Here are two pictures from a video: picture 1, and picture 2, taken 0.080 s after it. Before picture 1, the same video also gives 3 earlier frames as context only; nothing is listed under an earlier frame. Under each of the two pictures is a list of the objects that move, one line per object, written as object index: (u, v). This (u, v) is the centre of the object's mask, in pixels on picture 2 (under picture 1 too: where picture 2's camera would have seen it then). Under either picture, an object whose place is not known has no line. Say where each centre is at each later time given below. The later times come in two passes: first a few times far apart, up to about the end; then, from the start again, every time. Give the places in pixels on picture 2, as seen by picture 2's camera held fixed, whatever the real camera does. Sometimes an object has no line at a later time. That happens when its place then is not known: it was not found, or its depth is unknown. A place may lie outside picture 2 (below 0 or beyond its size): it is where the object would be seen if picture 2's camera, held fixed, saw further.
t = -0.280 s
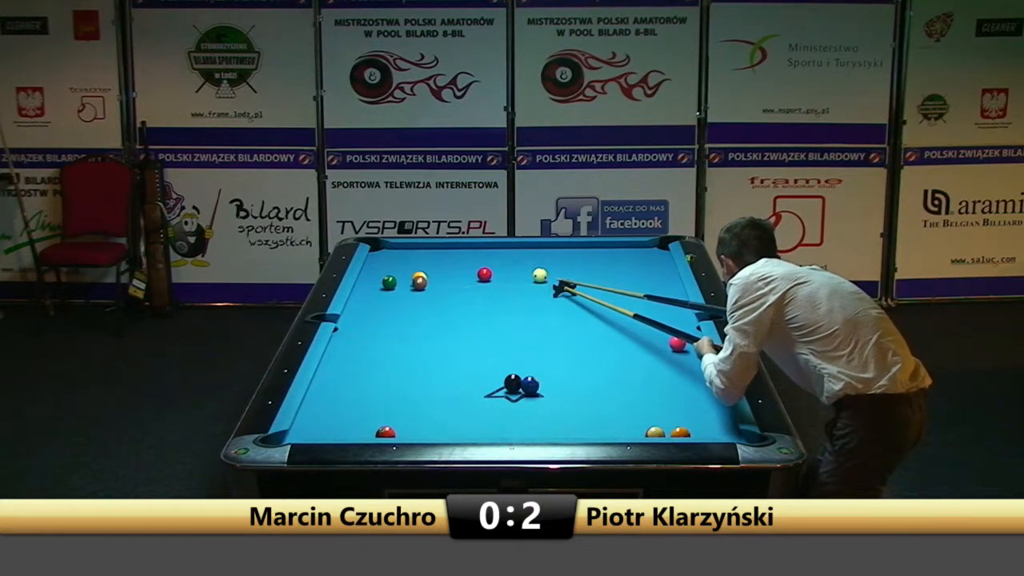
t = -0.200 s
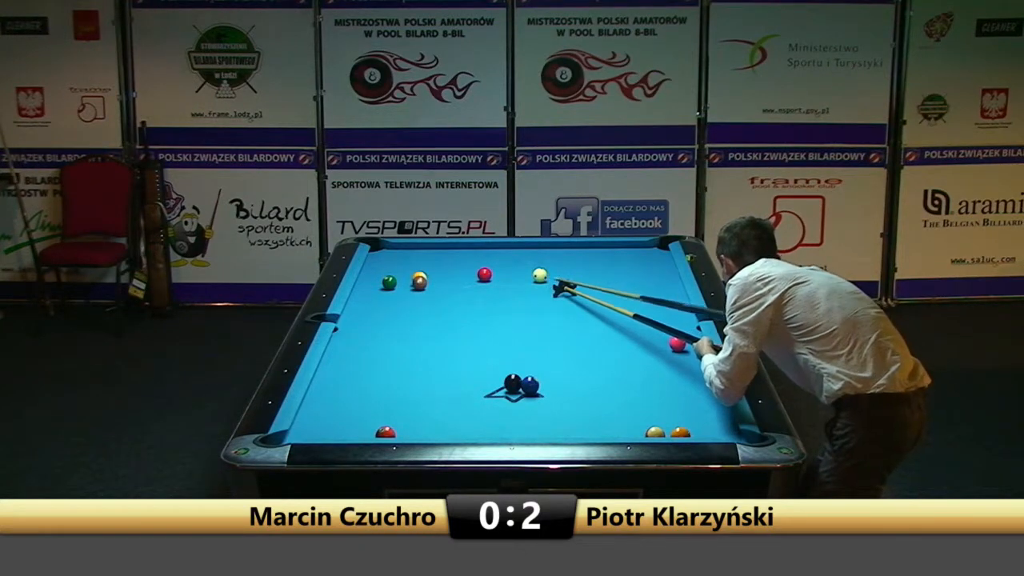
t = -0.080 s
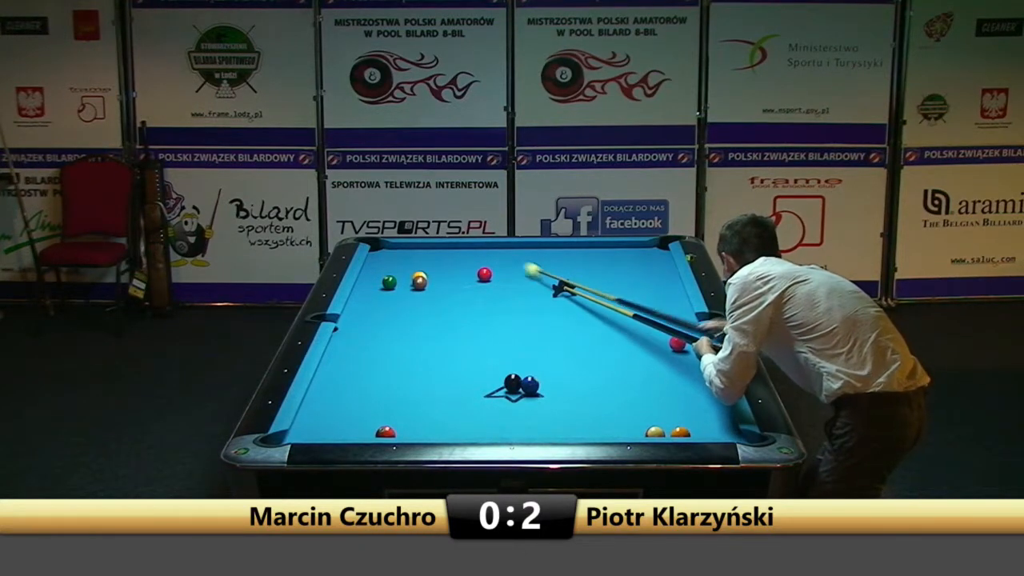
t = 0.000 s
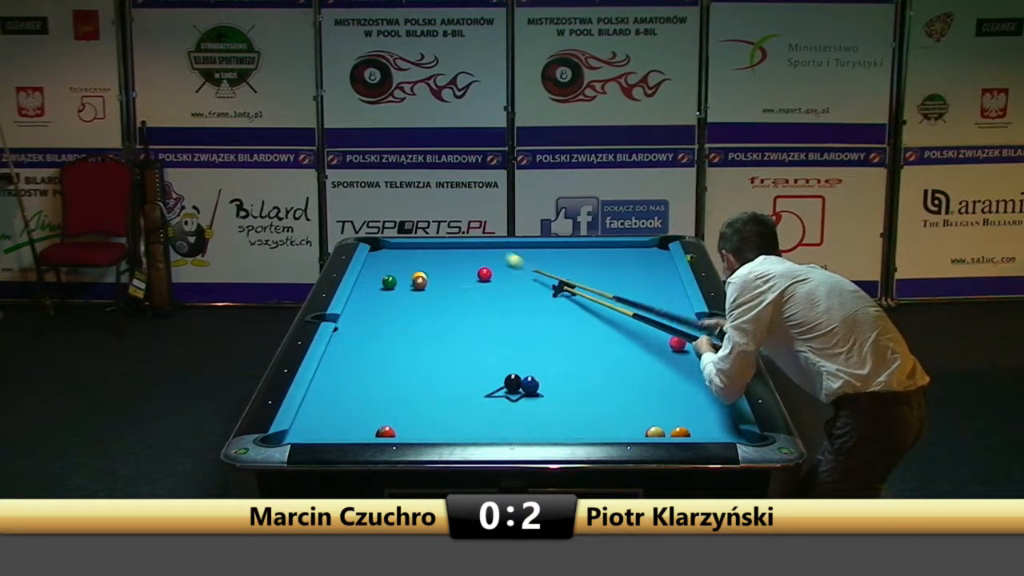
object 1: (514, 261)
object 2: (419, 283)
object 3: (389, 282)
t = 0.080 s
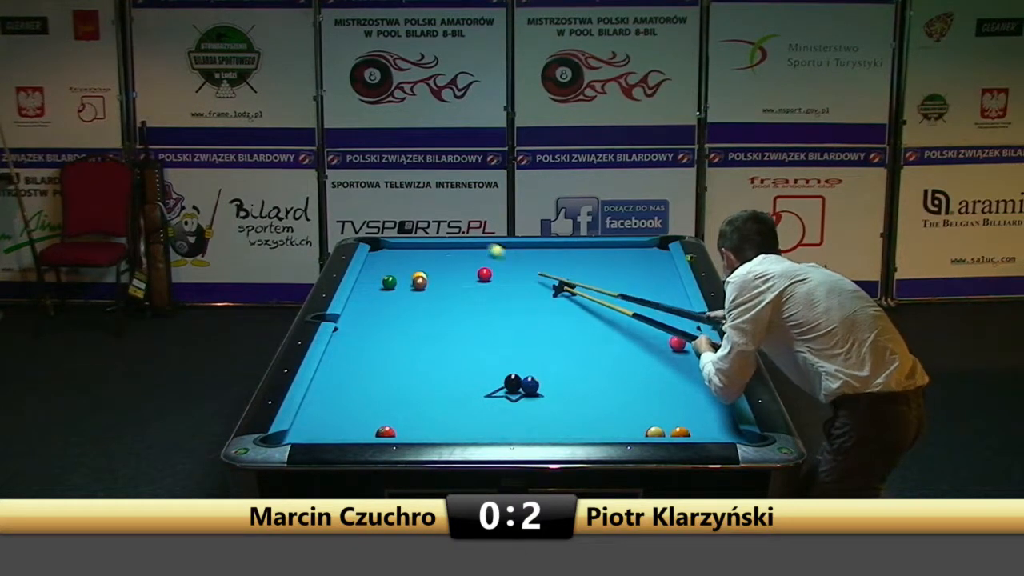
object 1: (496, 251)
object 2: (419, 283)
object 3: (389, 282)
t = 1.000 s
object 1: (369, 281)
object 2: (422, 296)
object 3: (387, 286)
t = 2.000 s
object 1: (439, 295)
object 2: (429, 330)
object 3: (378, 301)
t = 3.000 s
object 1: (497, 305)
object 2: (435, 363)
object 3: (375, 311)
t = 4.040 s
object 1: (540, 313)
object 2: (441, 394)
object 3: (373, 315)
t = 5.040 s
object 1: (565, 318)
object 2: (446, 418)
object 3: (373, 315)
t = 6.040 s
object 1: (570, 319)
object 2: (450, 432)
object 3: (373, 315)
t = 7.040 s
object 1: (570, 319)
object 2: (455, 433)
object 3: (373, 315)
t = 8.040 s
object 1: (570, 319)
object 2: (454, 433)
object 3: (373, 315)
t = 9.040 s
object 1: (570, 319)
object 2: (454, 433)
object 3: (373, 315)
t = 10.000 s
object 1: (570, 319)
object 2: (454, 433)
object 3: (373, 315)
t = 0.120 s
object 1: (488, 247)
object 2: (419, 283)
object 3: (389, 282)
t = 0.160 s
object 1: (481, 246)
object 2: (419, 283)
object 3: (389, 282)
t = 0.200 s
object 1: (475, 249)
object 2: (419, 283)
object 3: (389, 282)
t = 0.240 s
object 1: (470, 252)
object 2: (419, 283)
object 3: (389, 282)
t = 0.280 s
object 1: (465, 254)
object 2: (419, 283)
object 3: (389, 282)
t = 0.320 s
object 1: (459, 257)
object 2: (419, 283)
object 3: (389, 282)
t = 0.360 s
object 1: (453, 260)
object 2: (419, 283)
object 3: (389, 282)
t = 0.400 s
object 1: (447, 262)
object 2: (419, 283)
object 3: (389, 282)
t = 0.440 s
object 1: (442, 264)
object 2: (419, 283)
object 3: (389, 282)
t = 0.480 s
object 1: (436, 267)
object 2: (419, 283)
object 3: (389, 282)
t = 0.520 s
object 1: (431, 269)
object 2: (419, 283)
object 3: (389, 282)
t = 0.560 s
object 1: (426, 270)
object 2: (419, 283)
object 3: (389, 282)
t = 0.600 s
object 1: (420, 270)
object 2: (419, 283)
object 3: (389, 282)
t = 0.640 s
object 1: (409, 275)
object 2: (419, 283)
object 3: (389, 282)
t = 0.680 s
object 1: (405, 277)
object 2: (420, 285)
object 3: (389, 282)
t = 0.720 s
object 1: (399, 277)
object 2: (420, 286)
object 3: (389, 282)
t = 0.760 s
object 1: (392, 274)
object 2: (420, 288)
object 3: (389, 283)
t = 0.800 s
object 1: (382, 277)
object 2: (421, 289)
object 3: (389, 283)
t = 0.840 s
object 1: (376, 279)
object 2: (421, 291)
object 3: (388, 284)
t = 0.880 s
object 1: (370, 280)
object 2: (421, 292)
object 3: (388, 284)
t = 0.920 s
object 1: (364, 280)
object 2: (422, 293)
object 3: (387, 285)
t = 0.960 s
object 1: (365, 281)
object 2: (422, 295)
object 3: (387, 286)
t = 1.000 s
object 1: (369, 281)
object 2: (422, 296)
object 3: (387, 286)
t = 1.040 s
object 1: (371, 282)
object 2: (422, 297)
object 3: (386, 287)
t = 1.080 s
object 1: (374, 282)
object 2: (423, 299)
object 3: (386, 288)
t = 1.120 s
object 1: (376, 282)
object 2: (423, 301)
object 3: (385, 289)
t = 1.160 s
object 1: (379, 282)
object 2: (423, 302)
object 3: (385, 289)
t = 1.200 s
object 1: (383, 280)
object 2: (424, 303)
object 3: (385, 290)
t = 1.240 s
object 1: (388, 281)
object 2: (424, 304)
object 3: (384, 290)
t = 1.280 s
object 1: (391, 284)
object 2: (425, 306)
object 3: (384, 291)
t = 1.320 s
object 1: (393, 285)
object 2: (425, 307)
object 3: (383, 292)
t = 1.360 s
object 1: (396, 286)
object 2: (425, 308)
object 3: (383, 292)
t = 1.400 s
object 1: (398, 287)
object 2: (425, 310)
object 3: (383, 293)
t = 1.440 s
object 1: (401, 287)
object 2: (426, 311)
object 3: (382, 294)
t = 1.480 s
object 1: (404, 288)
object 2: (426, 313)
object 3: (382, 294)
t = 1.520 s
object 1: (407, 289)
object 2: (426, 314)
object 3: (381, 295)
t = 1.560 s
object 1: (409, 289)
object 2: (426, 315)
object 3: (381, 296)
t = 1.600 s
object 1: (412, 290)
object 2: (427, 317)
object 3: (381, 296)
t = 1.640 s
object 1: (415, 290)
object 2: (427, 318)
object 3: (380, 296)
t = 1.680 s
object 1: (417, 291)
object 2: (427, 320)
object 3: (380, 297)
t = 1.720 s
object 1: (420, 291)
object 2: (428, 321)
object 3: (379, 298)
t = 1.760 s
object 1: (424, 292)
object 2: (428, 322)
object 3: (379, 298)
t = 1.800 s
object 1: (426, 292)
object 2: (428, 324)
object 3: (379, 299)
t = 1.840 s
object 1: (429, 293)
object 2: (428, 325)
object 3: (379, 299)
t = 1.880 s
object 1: (432, 293)
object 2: (429, 326)
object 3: (378, 300)
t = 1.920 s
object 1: (434, 294)
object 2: (429, 327)
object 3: (378, 300)
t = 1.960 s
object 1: (437, 294)
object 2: (429, 329)
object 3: (378, 301)
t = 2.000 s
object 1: (439, 295)
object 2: (429, 330)
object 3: (378, 301)
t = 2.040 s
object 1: (442, 295)
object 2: (430, 331)
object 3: (377, 302)
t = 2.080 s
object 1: (444, 296)
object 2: (430, 333)
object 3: (377, 302)
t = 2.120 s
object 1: (447, 296)
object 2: (430, 334)
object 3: (377, 303)
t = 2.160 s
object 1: (449, 297)
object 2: (431, 336)
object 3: (377, 303)
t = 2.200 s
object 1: (452, 297)
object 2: (431, 337)
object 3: (377, 304)
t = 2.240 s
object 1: (454, 298)
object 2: (431, 338)
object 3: (376, 304)
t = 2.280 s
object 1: (457, 298)
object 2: (431, 340)
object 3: (376, 305)
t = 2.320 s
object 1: (459, 298)
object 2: (431, 341)
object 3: (376, 305)
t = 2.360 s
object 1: (462, 299)
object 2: (432, 342)
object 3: (376, 305)
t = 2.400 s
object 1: (464, 299)
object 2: (432, 344)
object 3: (376, 306)
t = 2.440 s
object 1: (466, 300)
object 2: (432, 345)
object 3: (376, 306)
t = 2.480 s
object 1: (469, 300)
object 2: (432, 346)
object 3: (375, 306)
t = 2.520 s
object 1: (471, 301)
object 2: (433, 347)
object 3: (375, 307)
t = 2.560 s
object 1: (473, 301)
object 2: (433, 349)
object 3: (375, 307)
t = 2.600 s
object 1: (476, 302)
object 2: (433, 350)
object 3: (375, 308)
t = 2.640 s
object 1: (478, 302)
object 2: (433, 351)
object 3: (375, 308)
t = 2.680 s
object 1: (480, 302)
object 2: (433, 353)
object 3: (375, 308)
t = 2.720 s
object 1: (482, 303)
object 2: (434, 354)
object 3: (375, 309)
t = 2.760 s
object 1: (485, 303)
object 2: (434, 355)
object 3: (375, 309)
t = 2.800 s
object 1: (487, 304)
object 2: (434, 356)
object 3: (375, 310)
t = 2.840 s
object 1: (489, 304)
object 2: (435, 358)
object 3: (375, 310)
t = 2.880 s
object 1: (491, 304)
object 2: (435, 359)
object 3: (375, 310)
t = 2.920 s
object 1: (493, 305)
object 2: (435, 360)
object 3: (375, 310)
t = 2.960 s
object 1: (495, 305)
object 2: (435, 361)
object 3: (375, 311)
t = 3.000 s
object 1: (497, 305)
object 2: (435, 363)
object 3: (375, 311)
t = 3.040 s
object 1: (499, 306)
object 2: (435, 364)
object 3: (375, 311)
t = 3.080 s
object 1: (501, 306)
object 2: (436, 365)
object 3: (375, 311)
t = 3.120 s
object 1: (503, 306)
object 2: (436, 367)
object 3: (375, 312)
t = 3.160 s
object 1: (505, 307)
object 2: (436, 368)
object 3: (375, 312)
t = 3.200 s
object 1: (507, 307)
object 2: (436, 369)
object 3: (375, 312)
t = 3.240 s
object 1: (508, 308)
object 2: (436, 370)
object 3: (375, 312)
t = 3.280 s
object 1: (510, 308)
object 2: (437, 371)
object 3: (375, 313)
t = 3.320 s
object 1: (512, 308)
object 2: (437, 373)
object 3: (375, 313)
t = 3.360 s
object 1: (514, 309)
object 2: (437, 374)
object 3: (374, 313)
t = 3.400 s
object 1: (516, 309)
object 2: (437, 375)
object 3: (374, 313)
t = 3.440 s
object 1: (518, 309)
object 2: (437, 376)
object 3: (374, 314)
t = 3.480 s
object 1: (519, 310)
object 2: (438, 378)
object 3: (374, 314)
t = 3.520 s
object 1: (521, 310)
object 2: (438, 379)
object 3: (374, 314)
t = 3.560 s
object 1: (523, 310)
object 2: (438, 380)
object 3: (374, 314)
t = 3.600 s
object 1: (525, 310)
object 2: (438, 381)
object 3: (374, 314)
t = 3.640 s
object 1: (526, 311)
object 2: (439, 382)
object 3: (374, 314)
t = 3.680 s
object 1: (527, 311)
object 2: (439, 384)
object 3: (374, 314)
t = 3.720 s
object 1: (529, 312)
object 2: (439, 385)
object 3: (374, 315)
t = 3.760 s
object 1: (531, 312)
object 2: (439, 386)
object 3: (374, 315)
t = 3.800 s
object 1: (532, 312)
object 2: (440, 387)
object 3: (374, 315)
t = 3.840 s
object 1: (534, 312)
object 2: (440, 388)
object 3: (373, 315)
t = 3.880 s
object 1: (535, 312)
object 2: (440, 389)
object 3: (373, 315)
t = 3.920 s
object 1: (536, 313)
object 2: (440, 390)
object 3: (373, 315)
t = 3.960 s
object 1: (538, 313)
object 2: (441, 391)
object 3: (373, 315)
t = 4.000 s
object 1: (539, 313)
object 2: (441, 393)
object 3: (373, 315)
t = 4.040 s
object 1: (540, 313)
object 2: (441, 394)
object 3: (373, 315)
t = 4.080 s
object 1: (542, 314)
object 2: (441, 395)
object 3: (373, 315)
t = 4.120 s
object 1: (543, 314)
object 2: (442, 396)
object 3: (373, 315)
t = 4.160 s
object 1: (544, 314)
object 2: (442, 397)
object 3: (373, 315)
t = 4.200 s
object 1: (546, 314)
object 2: (442, 398)
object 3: (373, 315)
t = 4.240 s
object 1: (547, 315)
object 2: (442, 399)
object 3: (373, 315)
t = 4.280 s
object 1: (548, 315)
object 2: (443, 400)
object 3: (373, 315)
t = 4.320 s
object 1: (549, 315)
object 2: (443, 401)
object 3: (373, 315)
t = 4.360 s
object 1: (550, 315)
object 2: (443, 402)
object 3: (373, 315)
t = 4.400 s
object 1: (552, 316)
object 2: (443, 403)
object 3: (373, 315)
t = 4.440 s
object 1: (553, 316)
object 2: (444, 404)
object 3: (373, 315)
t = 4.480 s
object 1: (554, 316)
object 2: (444, 405)
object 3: (373, 315)
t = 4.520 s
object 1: (555, 316)
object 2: (444, 406)
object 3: (373, 315)
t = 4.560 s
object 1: (556, 316)
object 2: (444, 407)
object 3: (373, 315)
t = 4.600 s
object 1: (557, 317)
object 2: (444, 408)
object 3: (373, 315)
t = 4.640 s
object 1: (557, 317)
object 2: (444, 409)
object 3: (373, 315)
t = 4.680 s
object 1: (558, 317)
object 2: (445, 410)
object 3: (373, 315)
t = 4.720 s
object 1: (559, 317)
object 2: (445, 411)
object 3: (373, 315)
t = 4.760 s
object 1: (560, 317)
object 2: (445, 412)
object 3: (373, 315)
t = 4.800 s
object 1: (561, 317)
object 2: (445, 413)
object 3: (373, 315)
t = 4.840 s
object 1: (561, 318)
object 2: (445, 414)
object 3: (373, 315)
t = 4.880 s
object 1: (562, 318)
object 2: (445, 415)
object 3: (373, 315)
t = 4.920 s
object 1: (563, 318)
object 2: (446, 415)
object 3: (373, 315)
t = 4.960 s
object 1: (564, 318)
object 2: (446, 416)
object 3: (373, 315)
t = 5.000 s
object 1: (564, 318)
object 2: (446, 417)
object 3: (373, 315)
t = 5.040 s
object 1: (565, 318)
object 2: (446, 418)
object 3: (373, 315)
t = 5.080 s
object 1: (565, 318)
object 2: (446, 419)
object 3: (373, 315)
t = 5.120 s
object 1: (566, 318)
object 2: (446, 420)
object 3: (373, 315)
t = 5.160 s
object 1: (567, 318)
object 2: (446, 421)
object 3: (373, 315)
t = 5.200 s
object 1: (567, 319)
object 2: (447, 421)
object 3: (373, 315)
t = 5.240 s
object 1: (567, 319)
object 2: (447, 422)
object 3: (373, 315)
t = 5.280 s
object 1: (568, 319)
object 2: (447, 423)
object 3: (373, 315)
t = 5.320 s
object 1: (568, 319)
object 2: (447, 424)
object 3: (373, 315)
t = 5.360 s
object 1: (568, 319)
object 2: (447, 424)
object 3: (373, 315)
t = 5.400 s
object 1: (568, 319)
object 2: (447, 425)
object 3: (373, 315)
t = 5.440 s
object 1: (569, 319)
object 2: (447, 426)
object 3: (373, 315)
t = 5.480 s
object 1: (569, 319)
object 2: (448, 426)
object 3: (373, 315)
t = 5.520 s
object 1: (569, 319)
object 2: (448, 427)
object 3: (373, 315)
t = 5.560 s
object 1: (569, 319)
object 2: (448, 427)
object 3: (373, 315)
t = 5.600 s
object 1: (570, 319)
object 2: (448, 428)
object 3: (373, 315)
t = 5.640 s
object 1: (570, 319)
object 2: (448, 428)
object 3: (373, 315)
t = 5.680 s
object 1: (570, 319)
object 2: (449, 429)
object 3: (373, 315)
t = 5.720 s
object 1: (570, 319)
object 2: (449, 429)
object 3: (373, 315)
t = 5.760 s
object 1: (570, 319)
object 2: (449, 429)
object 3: (373, 315)
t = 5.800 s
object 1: (570, 319)
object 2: (449, 430)
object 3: (373, 315)
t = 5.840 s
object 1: (570, 319)
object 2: (449, 430)
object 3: (373, 315)
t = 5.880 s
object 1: (570, 319)
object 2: (450, 430)
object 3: (373, 315)
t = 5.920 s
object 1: (570, 319)
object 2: (450, 431)
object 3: (373, 315)
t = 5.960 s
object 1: (570, 319)
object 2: (450, 431)
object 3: (373, 315)
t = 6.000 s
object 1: (570, 319)
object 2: (450, 431)
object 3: (373, 315)
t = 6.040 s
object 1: (570, 319)
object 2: (450, 432)
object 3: (373, 315)
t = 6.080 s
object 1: (570, 319)
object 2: (451, 432)
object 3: (373, 315)
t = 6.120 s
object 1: (570, 319)
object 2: (451, 433)
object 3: (373, 315)
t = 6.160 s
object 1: (570, 319)
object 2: (451, 433)
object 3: (373, 315)
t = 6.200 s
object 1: (570, 319)
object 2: (451, 433)
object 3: (373, 315)
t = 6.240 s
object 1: (570, 319)
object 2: (451, 433)
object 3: (373, 315)
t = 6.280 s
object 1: (570, 319)
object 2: (452, 433)
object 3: (373, 315)
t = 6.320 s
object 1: (570, 319)
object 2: (452, 433)
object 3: (373, 315)
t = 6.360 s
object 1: (570, 319)
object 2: (452, 433)
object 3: (373, 315)
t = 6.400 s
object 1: (570, 319)
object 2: (452, 433)
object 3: (373, 315)
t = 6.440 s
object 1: (570, 319)
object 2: (452, 433)
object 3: (373, 315)
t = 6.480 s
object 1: (570, 319)
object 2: (452, 433)
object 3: (373, 315)
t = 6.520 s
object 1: (570, 319)
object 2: (453, 433)
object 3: (373, 315)
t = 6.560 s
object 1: (570, 319)
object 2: (453, 433)
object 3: (373, 315)
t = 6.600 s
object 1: (570, 319)
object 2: (453, 433)
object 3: (373, 315)
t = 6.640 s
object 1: (570, 319)
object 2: (453, 433)
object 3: (373, 315)
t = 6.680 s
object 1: (570, 319)
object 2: (453, 433)
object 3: (373, 315)
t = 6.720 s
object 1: (570, 319)
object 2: (454, 433)
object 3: (373, 315)
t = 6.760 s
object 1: (570, 319)
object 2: (454, 433)
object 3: (373, 315)
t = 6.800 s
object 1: (570, 319)
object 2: (454, 432)
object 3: (373, 315)
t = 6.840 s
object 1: (570, 319)
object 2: (454, 433)
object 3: (373, 315)
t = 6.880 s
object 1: (570, 319)
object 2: (455, 432)
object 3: (373, 315)
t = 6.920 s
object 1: (570, 319)
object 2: (454, 432)
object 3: (373, 315)
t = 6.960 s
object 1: (570, 319)
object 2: (455, 432)
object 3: (373, 315)
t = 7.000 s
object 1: (570, 319)
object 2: (455, 432)
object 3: (373, 315)
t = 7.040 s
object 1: (570, 319)
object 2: (455, 433)
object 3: (373, 315)
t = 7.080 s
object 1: (570, 319)
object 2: (455, 433)
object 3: (373, 315)
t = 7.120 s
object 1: (570, 319)
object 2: (454, 432)
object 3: (373, 315)
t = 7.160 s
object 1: (570, 319)
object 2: (454, 432)
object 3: (373, 315)
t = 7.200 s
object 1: (570, 319)
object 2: (454, 432)
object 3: (373, 315)
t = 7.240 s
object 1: (570, 319)
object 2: (454, 432)
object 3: (373, 315)
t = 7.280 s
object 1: (570, 319)
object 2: (454, 433)
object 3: (373, 315)
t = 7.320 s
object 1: (570, 319)
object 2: (454, 433)
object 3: (373, 315)
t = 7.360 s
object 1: (570, 319)
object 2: (454, 432)
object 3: (373, 315)
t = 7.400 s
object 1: (570, 319)
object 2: (454, 433)
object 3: (373, 315)
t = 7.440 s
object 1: (570, 319)
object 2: (454, 432)
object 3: (373, 315)
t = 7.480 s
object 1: (570, 319)
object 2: (454, 433)
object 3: (373, 315)
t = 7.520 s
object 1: (570, 319)
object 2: (454, 433)
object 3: (373, 315)
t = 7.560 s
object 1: (570, 319)
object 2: (454, 432)
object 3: (373, 315)
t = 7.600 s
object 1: (570, 319)
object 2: (454, 433)
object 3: (373, 315)
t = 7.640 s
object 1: (570, 319)
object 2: (454, 433)
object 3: (373, 315)
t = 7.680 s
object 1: (570, 319)
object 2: (454, 433)
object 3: (373, 315)
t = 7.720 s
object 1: (570, 319)
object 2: (454, 433)
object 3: (373, 315)
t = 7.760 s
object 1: (570, 319)
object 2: (454, 433)
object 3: (373, 315)
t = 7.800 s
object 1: (570, 319)
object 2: (454, 433)
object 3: (373, 315)
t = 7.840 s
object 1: (570, 319)
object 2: (454, 433)
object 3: (373, 315)
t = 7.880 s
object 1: (570, 319)
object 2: (454, 433)
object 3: (373, 315)
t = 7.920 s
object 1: (570, 319)
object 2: (454, 433)
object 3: (373, 315)
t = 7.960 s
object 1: (570, 319)
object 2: (454, 433)
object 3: (373, 315)
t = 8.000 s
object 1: (570, 319)
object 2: (454, 433)
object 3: (373, 315)
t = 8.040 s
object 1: (570, 319)
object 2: (454, 433)
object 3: (373, 315)
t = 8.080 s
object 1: (570, 319)
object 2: (454, 433)
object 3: (373, 315)
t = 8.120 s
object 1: (570, 319)
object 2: (454, 433)
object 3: (373, 315)
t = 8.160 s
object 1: (570, 319)
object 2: (454, 433)
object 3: (373, 315)
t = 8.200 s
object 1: (570, 319)
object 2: (454, 433)
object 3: (373, 315)
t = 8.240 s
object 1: (570, 319)
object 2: (454, 433)
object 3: (373, 315)
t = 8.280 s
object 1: (570, 319)
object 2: (454, 433)
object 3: (373, 315)
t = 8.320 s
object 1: (570, 319)
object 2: (454, 433)
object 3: (373, 315)
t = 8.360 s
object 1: (570, 319)
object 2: (454, 433)
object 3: (373, 315)
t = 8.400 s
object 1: (570, 319)
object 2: (454, 433)
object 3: (373, 315)
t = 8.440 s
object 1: (570, 319)
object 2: (454, 433)
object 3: (373, 315)
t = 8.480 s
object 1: (570, 319)
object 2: (454, 433)
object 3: (373, 315)
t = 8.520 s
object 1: (570, 319)
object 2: (454, 432)
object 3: (373, 315)
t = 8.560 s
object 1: (570, 319)
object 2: (454, 433)
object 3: (373, 315)
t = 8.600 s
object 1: (570, 319)
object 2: (454, 433)
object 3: (373, 315)
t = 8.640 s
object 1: (570, 319)
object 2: (454, 433)
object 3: (373, 315)
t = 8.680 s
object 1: (570, 319)
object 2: (454, 433)
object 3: (373, 315)
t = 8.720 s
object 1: (570, 319)
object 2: (454, 433)
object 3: (373, 315)
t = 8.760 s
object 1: (570, 319)
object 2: (454, 433)
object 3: (373, 315)
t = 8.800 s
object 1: (570, 319)
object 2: (454, 433)
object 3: (373, 315)
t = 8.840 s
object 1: (570, 319)
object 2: (454, 433)
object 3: (373, 315)
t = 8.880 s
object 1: (570, 319)
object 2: (454, 433)
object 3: (373, 315)
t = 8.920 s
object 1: (570, 319)
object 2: (454, 433)
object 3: (373, 315)
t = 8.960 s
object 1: (570, 319)
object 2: (454, 433)
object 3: (373, 315)
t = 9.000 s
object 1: (570, 319)
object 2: (454, 433)
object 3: (373, 315)
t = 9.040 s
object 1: (570, 319)
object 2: (454, 433)
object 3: (373, 315)
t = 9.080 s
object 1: (570, 319)
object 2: (454, 433)
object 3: (373, 315)
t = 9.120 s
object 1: (570, 319)
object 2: (454, 433)
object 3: (373, 315)
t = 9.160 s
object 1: (570, 319)
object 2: (454, 433)
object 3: (373, 315)
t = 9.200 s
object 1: (570, 319)
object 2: (454, 433)
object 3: (373, 315)
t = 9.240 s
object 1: (570, 319)
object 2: (454, 433)
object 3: (373, 315)
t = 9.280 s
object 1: (570, 319)
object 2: (454, 433)
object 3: (373, 315)
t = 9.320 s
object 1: (570, 319)
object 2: (454, 432)
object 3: (373, 315)
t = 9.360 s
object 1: (570, 319)
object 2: (454, 432)
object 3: (373, 315)
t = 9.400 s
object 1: (570, 319)
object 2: (454, 433)
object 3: (373, 315)
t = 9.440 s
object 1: (570, 319)
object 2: (454, 433)
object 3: (373, 315)
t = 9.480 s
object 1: (570, 319)
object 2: (454, 433)
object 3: (373, 315)
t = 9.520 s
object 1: (570, 319)
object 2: (454, 433)
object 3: (373, 315)
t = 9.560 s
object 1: (570, 319)
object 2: (454, 433)
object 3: (373, 315)
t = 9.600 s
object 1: (570, 319)
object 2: (454, 433)
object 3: (373, 315)
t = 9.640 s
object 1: (570, 319)
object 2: (454, 433)
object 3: (373, 315)
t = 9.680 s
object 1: (570, 319)
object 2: (454, 433)
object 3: (373, 315)
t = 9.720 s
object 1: (570, 319)
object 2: (454, 433)
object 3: (373, 315)
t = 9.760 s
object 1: (570, 319)
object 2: (454, 433)
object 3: (373, 315)
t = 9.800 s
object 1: (570, 319)
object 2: (454, 433)
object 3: (373, 315)
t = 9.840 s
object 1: (570, 319)
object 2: (454, 433)
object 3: (373, 315)
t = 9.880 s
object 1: (570, 319)
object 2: (454, 433)
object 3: (373, 315)
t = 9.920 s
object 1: (570, 319)
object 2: (454, 433)
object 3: (373, 315)
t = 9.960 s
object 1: (570, 319)
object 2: (454, 432)
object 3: (373, 315)
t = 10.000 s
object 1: (570, 319)
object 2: (454, 433)
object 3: (373, 315)
